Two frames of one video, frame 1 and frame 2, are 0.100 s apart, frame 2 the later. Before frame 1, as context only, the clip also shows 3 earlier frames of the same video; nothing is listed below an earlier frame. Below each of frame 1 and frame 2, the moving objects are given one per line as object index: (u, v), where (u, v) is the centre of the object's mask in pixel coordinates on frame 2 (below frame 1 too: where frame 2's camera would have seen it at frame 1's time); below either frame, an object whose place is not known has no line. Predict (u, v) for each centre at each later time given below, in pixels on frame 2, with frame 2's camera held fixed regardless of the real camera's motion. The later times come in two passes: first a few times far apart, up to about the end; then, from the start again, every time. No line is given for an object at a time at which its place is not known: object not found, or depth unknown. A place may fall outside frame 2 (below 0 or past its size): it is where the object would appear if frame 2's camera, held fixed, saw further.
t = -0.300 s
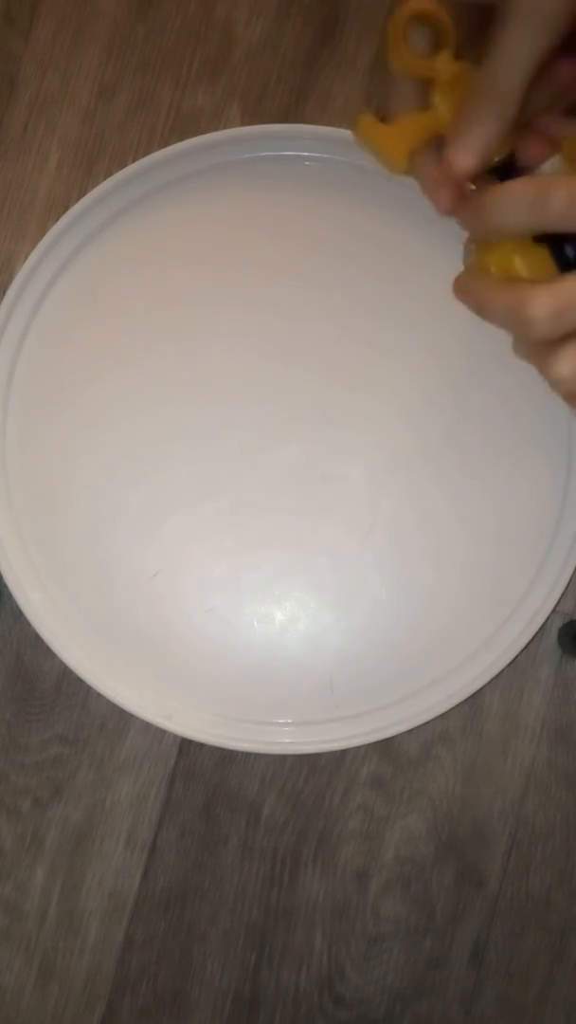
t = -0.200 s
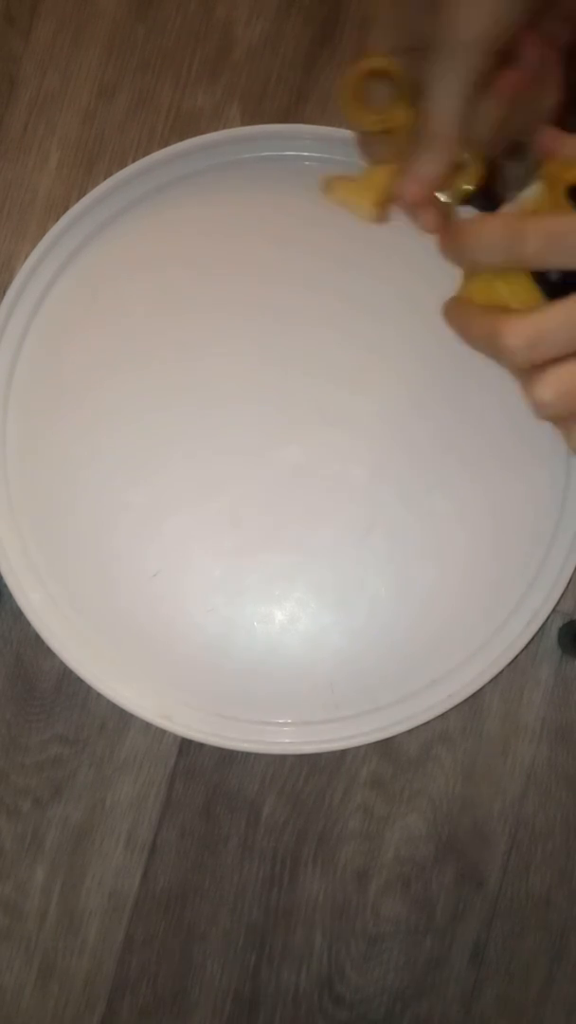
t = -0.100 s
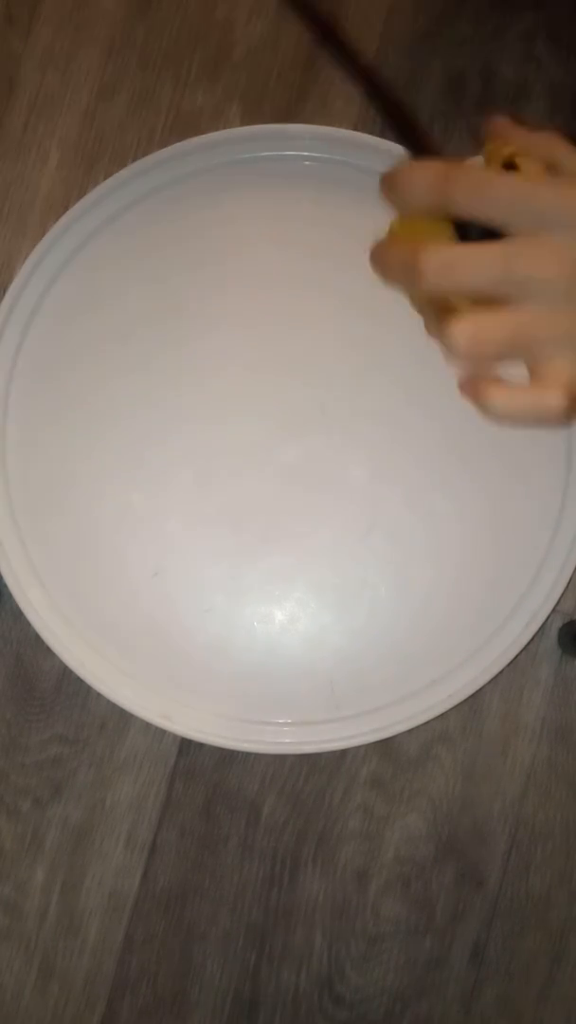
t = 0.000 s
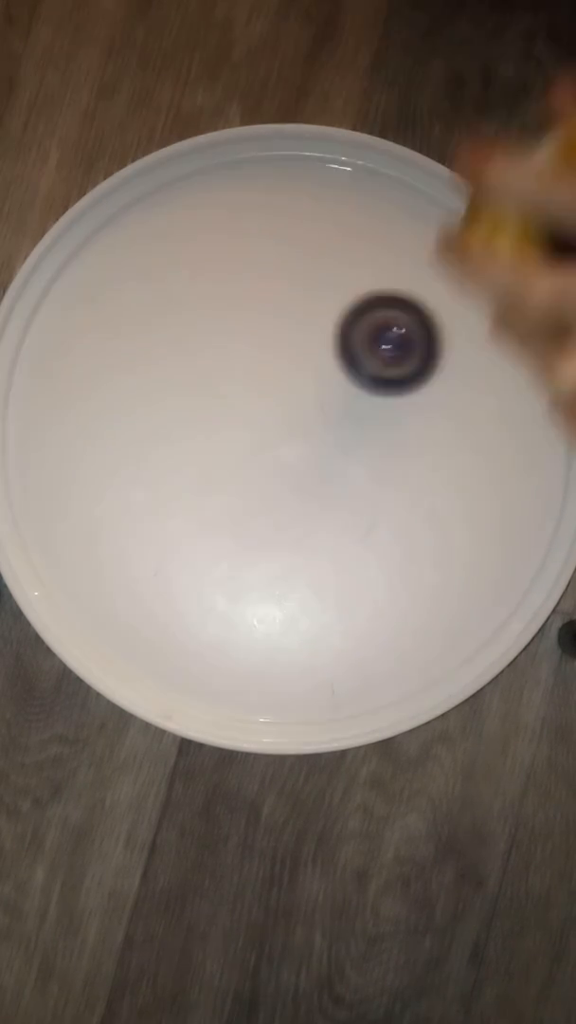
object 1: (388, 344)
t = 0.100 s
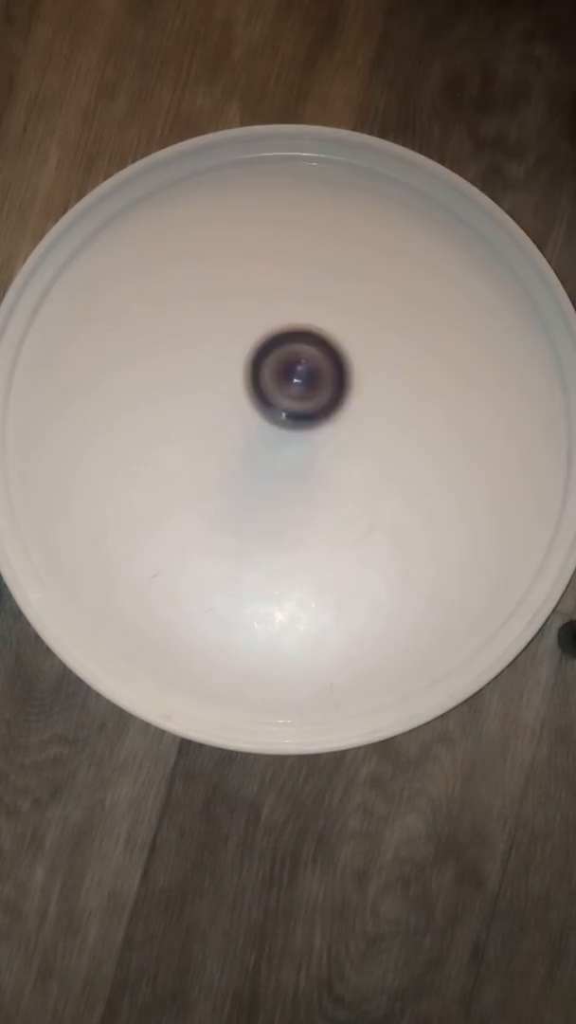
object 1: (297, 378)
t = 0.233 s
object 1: (183, 380)
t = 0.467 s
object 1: (29, 342)
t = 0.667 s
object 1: (68, 382)
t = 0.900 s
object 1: (113, 370)
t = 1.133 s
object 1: (205, 364)
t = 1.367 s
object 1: (316, 320)
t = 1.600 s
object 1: (387, 253)
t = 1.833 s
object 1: (468, 233)
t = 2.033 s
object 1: (533, 298)
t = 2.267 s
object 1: (553, 397)
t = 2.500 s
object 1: (550, 509)
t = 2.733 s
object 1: (515, 602)
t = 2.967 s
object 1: (453, 663)
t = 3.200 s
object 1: (377, 698)
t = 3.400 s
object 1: (310, 710)
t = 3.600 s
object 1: (250, 701)
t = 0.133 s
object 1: (270, 384)
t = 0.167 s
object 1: (241, 386)
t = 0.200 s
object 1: (212, 384)
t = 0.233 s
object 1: (183, 380)
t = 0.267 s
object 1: (155, 374)
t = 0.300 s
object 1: (126, 368)
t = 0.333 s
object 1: (96, 360)
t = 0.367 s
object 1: (63, 351)
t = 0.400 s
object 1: (40, 343)
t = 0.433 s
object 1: (31, 339)
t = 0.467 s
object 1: (29, 342)
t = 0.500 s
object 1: (33, 355)
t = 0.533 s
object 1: (41, 366)
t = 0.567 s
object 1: (48, 373)
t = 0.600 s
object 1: (55, 379)
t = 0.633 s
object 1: (62, 382)
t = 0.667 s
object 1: (68, 382)
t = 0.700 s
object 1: (73, 381)
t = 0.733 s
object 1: (78, 379)
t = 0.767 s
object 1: (83, 376)
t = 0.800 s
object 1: (90, 372)
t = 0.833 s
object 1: (97, 370)
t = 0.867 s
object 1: (105, 370)
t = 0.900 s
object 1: (113, 370)
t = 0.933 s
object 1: (123, 370)
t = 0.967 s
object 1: (134, 370)
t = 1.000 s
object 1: (147, 370)
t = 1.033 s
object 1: (160, 370)
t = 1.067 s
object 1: (174, 369)
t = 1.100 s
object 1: (189, 367)
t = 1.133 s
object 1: (205, 364)
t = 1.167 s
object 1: (222, 362)
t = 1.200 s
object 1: (238, 359)
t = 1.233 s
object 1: (254, 352)
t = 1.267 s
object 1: (270, 345)
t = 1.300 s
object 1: (285, 336)
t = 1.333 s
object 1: (301, 328)
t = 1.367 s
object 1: (316, 320)
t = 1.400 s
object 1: (331, 311)
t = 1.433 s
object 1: (343, 300)
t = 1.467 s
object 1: (355, 290)
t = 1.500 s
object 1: (364, 280)
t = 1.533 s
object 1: (372, 270)
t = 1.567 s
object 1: (379, 261)
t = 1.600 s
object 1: (387, 253)
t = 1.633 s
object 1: (395, 246)
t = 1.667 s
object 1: (405, 241)
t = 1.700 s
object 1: (416, 236)
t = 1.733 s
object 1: (427, 234)
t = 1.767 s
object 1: (439, 232)
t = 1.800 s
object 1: (453, 232)
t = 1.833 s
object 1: (468, 233)
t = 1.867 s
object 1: (484, 237)
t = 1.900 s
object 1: (495, 246)
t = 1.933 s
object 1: (502, 260)
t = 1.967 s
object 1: (514, 272)
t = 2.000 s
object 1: (526, 285)
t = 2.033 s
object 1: (533, 298)
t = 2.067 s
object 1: (537, 310)
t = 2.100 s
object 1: (542, 324)
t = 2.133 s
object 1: (546, 339)
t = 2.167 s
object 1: (547, 353)
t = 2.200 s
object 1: (550, 367)
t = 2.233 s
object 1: (551, 382)
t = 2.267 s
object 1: (553, 397)
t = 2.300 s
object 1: (553, 413)
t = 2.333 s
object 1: (553, 429)
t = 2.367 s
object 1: (554, 446)
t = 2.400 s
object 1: (553, 463)
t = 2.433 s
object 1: (554, 478)
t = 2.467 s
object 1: (552, 495)
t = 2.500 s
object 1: (550, 509)
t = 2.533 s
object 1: (548, 525)
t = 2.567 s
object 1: (544, 539)
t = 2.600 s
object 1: (541, 553)
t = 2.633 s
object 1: (536, 567)
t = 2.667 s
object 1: (530, 579)
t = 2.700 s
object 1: (522, 591)
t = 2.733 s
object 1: (515, 602)
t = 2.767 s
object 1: (508, 612)
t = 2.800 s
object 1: (499, 621)
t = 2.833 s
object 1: (491, 630)
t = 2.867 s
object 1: (482, 639)
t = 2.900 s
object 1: (471, 647)
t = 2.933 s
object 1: (462, 655)
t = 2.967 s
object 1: (453, 663)
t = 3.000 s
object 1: (441, 669)
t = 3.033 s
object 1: (431, 675)
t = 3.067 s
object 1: (421, 682)
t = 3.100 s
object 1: (409, 687)
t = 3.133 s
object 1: (399, 691)
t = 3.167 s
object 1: (388, 695)
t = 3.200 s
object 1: (377, 698)
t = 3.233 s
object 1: (366, 701)
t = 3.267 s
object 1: (355, 704)
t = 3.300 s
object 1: (344, 706)
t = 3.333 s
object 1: (333, 708)
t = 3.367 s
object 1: (321, 710)
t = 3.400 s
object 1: (310, 710)
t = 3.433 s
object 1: (299, 710)
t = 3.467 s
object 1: (289, 709)
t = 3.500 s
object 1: (278, 708)
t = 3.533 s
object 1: (269, 706)
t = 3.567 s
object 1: (260, 705)
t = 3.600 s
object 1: (250, 701)
